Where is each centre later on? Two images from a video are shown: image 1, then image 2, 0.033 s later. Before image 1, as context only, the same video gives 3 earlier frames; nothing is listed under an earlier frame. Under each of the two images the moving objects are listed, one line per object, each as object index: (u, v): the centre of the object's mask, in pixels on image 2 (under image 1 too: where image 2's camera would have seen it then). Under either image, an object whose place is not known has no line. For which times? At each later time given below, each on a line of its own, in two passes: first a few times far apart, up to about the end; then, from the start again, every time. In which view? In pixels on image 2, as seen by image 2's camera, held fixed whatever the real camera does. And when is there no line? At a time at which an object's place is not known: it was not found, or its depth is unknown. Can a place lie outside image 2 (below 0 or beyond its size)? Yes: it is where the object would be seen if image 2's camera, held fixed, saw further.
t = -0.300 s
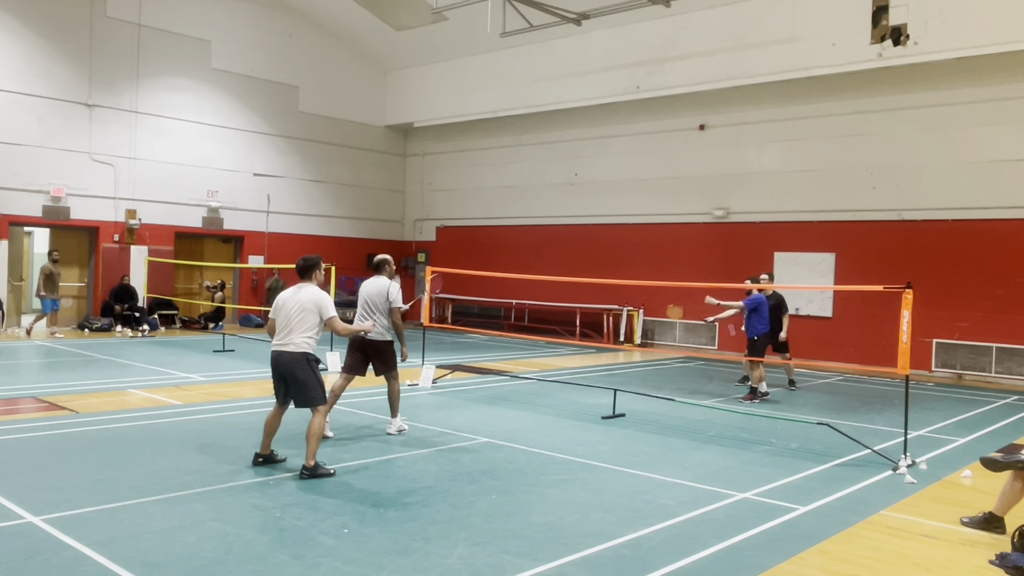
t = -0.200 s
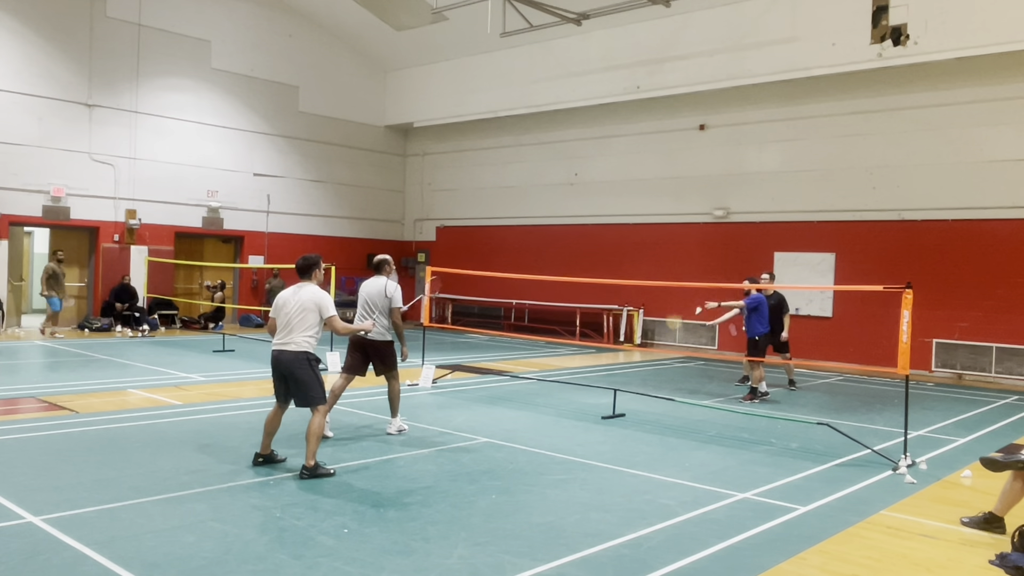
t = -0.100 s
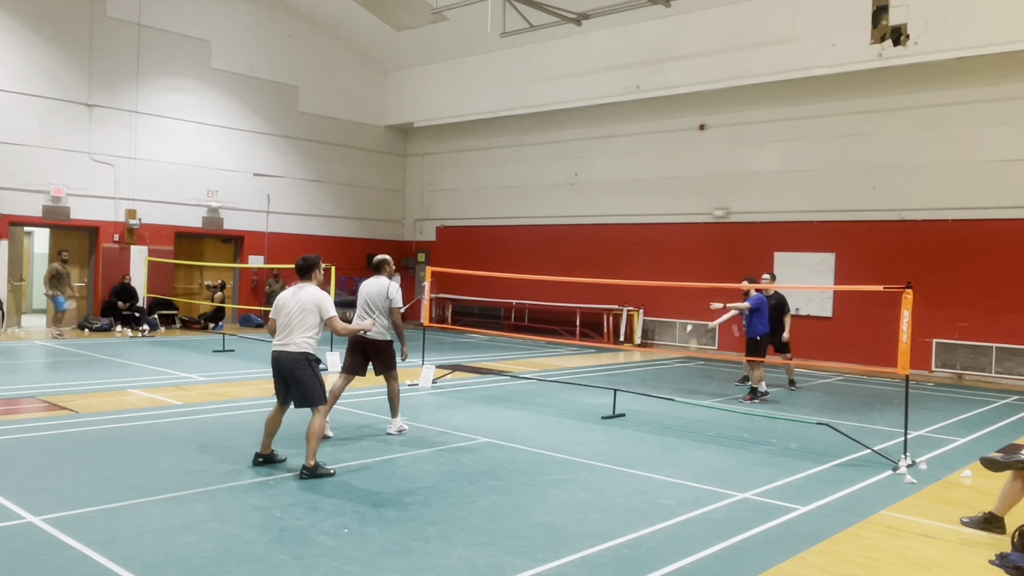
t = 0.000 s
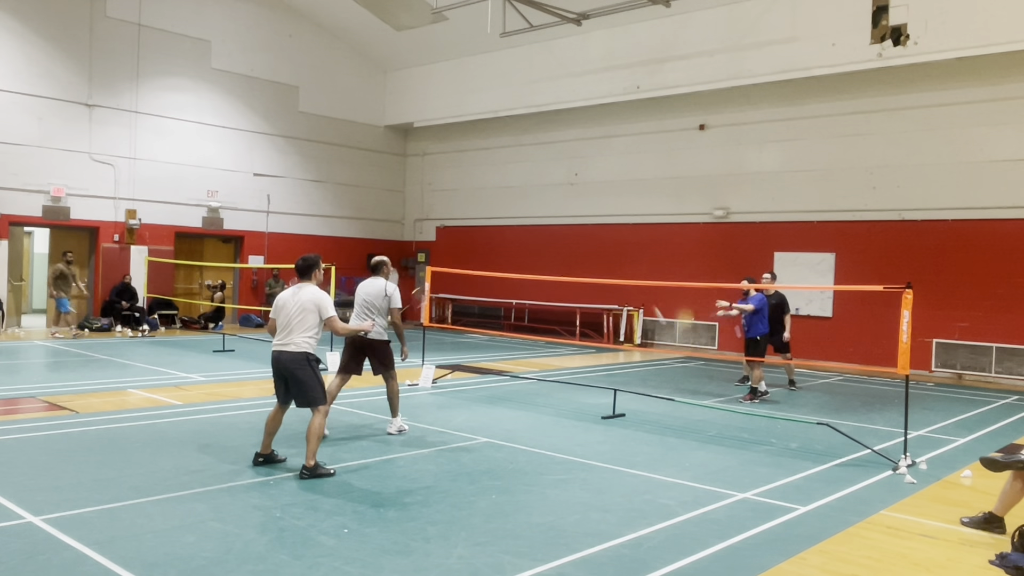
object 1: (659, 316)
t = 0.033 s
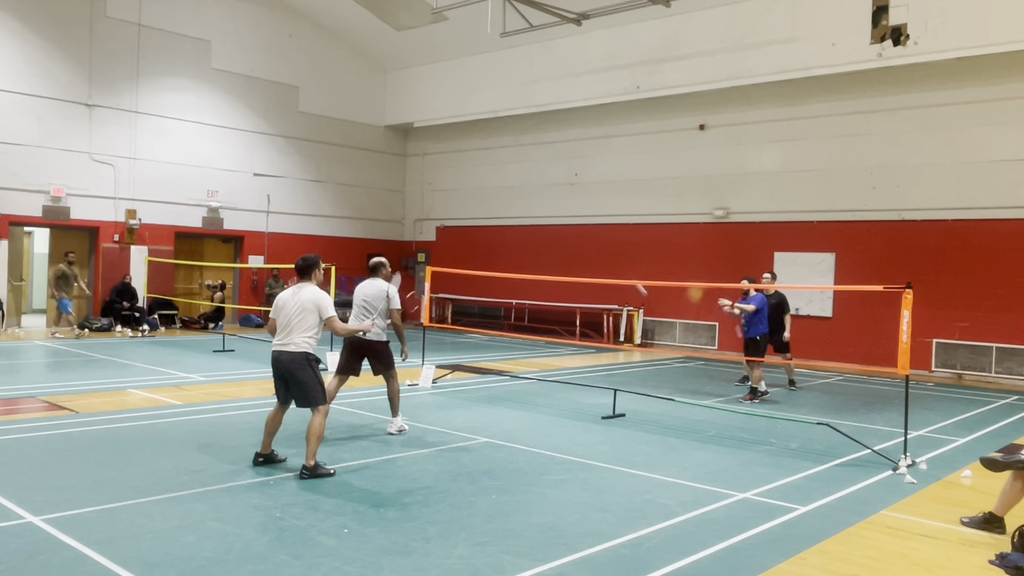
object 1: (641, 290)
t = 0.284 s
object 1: (514, 147)
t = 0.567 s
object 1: (382, 77)
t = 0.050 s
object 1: (630, 274)
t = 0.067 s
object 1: (621, 264)
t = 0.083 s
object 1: (612, 252)
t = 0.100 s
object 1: (604, 241)
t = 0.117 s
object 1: (595, 231)
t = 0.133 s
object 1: (587, 221)
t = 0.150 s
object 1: (578, 211)
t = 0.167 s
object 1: (570, 201)
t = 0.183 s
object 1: (561, 192)
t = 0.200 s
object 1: (553, 184)
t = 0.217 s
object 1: (546, 176)
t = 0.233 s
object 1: (537, 168)
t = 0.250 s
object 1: (529, 161)
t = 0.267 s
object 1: (522, 154)
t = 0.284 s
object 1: (514, 147)
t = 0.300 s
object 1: (506, 140)
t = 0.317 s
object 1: (498, 134)
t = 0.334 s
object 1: (490, 128)
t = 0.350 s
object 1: (483, 123)
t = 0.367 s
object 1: (476, 117)
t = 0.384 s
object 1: (467, 112)
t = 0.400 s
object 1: (459, 107)
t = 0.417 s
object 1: (452, 103)
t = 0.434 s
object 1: (444, 99)
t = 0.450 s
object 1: (436, 95)
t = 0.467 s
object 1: (428, 91)
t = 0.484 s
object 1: (421, 88)
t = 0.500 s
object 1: (413, 86)
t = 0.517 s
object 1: (405, 83)
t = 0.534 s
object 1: (397, 81)
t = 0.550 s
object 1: (390, 79)
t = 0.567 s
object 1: (382, 77)
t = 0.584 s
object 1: (374, 76)
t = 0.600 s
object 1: (367, 76)
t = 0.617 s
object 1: (358, 75)
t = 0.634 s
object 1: (350, 75)
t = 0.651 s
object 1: (342, 75)
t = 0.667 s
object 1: (334, 75)
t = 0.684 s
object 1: (326, 76)
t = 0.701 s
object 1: (317, 77)
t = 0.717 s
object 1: (309, 79)
